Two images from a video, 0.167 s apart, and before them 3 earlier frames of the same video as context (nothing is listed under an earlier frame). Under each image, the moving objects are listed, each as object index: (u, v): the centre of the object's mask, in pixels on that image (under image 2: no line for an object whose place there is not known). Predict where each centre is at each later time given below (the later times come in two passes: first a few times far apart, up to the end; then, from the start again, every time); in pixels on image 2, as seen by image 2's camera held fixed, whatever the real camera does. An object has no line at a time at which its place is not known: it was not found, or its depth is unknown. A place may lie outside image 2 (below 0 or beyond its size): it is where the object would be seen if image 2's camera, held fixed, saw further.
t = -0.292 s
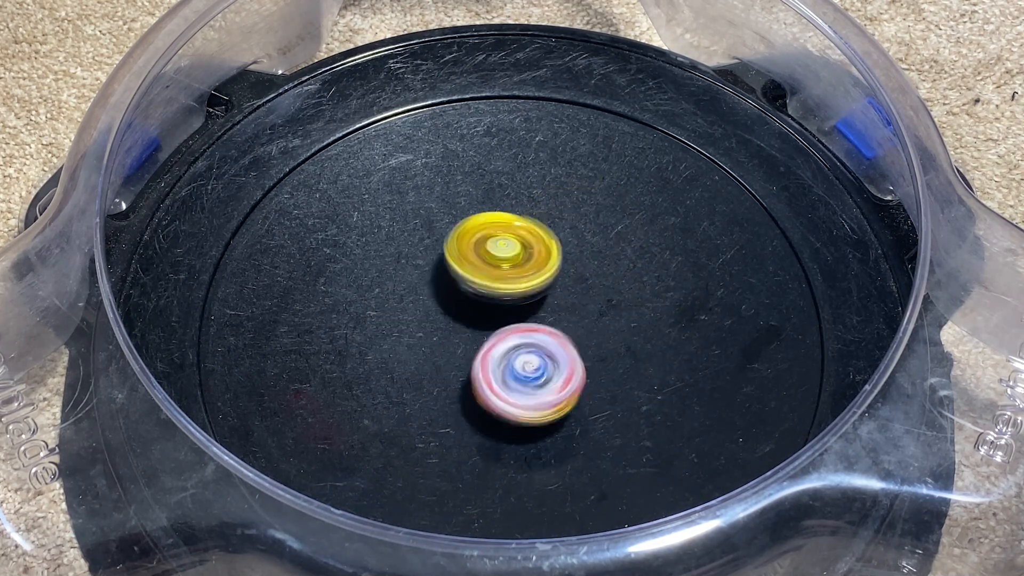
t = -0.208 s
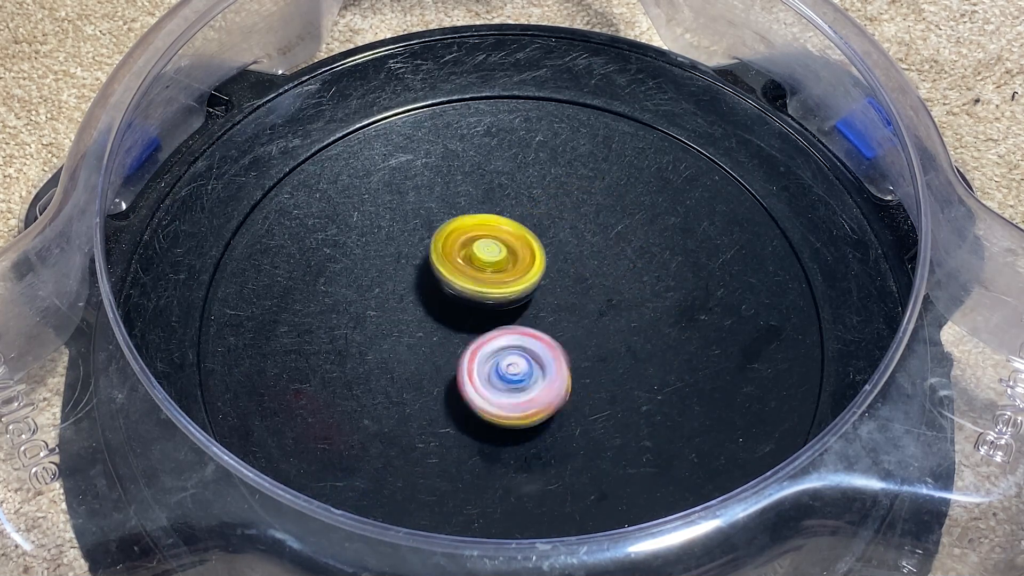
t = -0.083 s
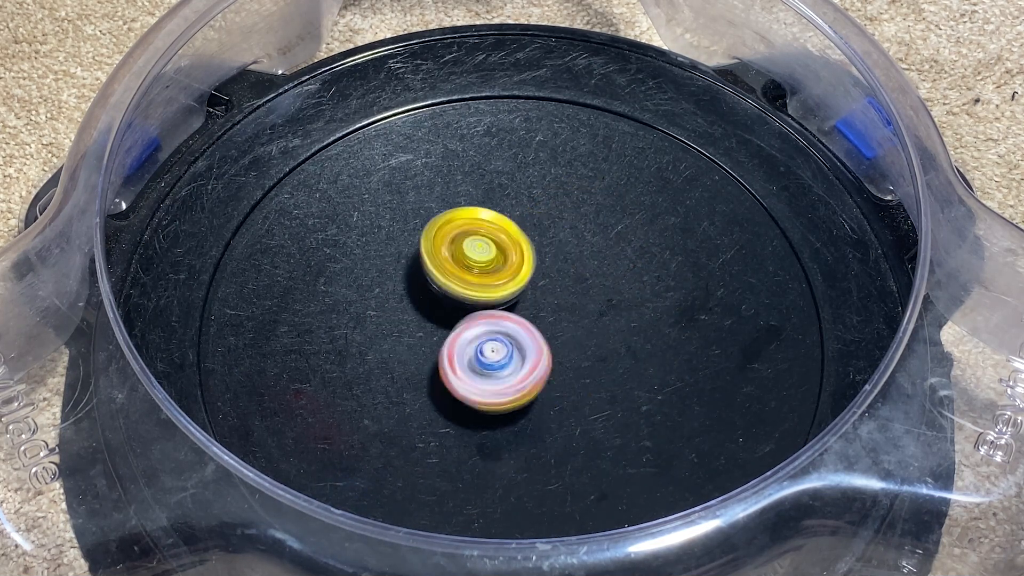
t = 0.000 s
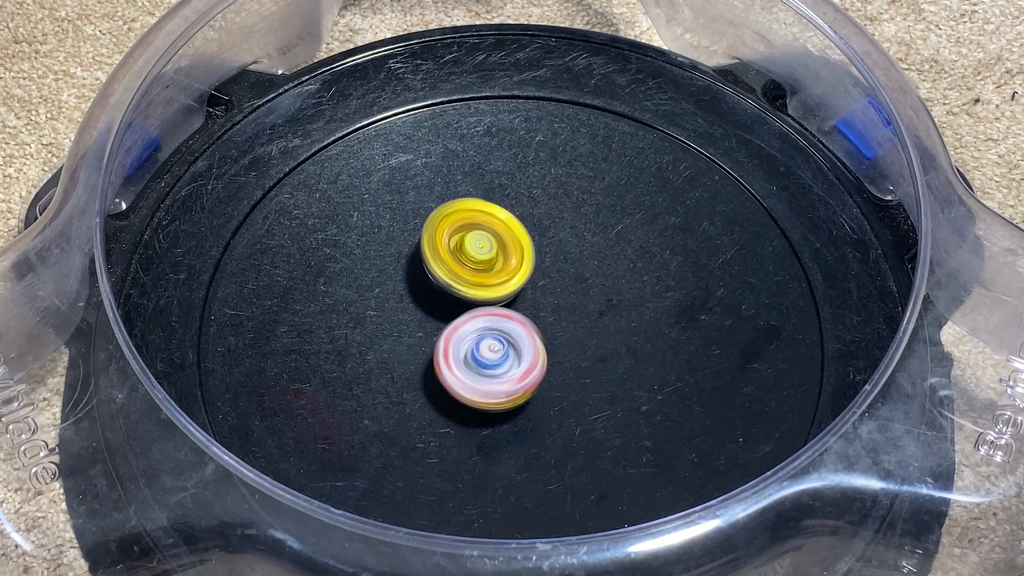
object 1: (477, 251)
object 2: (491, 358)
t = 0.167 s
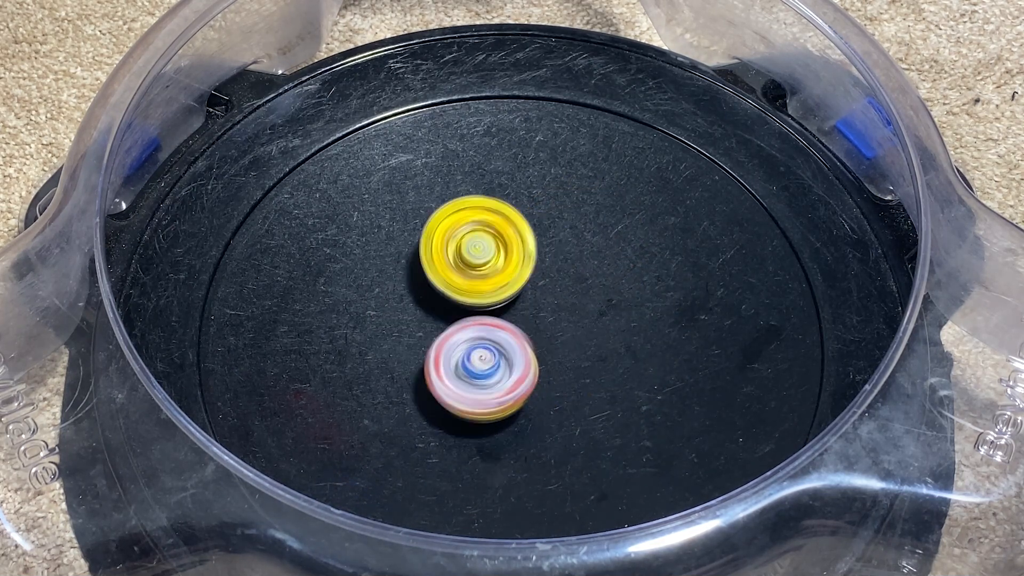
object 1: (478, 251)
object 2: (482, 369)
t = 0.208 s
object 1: (478, 253)
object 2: (479, 368)
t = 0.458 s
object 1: (482, 243)
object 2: (501, 396)
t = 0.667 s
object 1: (471, 259)
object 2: (511, 411)
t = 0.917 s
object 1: (454, 271)
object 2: (530, 366)
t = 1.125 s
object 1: (439, 276)
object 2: (566, 318)
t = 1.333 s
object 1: (434, 280)
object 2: (596, 304)
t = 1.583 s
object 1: (434, 295)
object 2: (547, 322)
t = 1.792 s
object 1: (431, 297)
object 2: (576, 373)
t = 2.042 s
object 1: (426, 304)
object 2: (523, 389)
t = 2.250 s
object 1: (420, 304)
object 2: (557, 368)
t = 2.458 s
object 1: (423, 315)
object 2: (577, 359)
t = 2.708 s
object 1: (426, 332)
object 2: (543, 322)
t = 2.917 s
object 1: (426, 336)
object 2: (584, 302)
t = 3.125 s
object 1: (430, 341)
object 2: (571, 331)
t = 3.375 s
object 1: (429, 351)
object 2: (557, 319)
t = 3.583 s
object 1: (434, 361)
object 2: (547, 309)
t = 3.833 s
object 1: (435, 367)
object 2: (525, 293)
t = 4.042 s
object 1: (447, 369)
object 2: (546, 300)
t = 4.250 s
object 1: (427, 392)
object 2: (575, 288)
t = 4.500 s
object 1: (446, 396)
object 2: (586, 302)
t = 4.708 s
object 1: (459, 401)
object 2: (533, 323)
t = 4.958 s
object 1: (473, 413)
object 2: (488, 315)
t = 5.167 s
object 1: (488, 406)
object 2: (492, 295)
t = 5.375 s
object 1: (505, 394)
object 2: (512, 294)
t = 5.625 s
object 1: (514, 395)
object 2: (546, 297)
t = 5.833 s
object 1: (527, 384)
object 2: (582, 286)
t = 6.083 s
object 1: (525, 367)
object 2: (588, 285)
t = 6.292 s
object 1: (506, 374)
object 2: (553, 281)
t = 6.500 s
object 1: (494, 378)
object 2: (521, 247)
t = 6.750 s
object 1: (506, 336)
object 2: (509, 238)
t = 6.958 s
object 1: (519, 346)
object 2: (524, 245)
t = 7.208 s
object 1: (504, 369)
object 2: (529, 271)
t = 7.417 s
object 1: (501, 368)
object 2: (537, 274)
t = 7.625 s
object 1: (483, 373)
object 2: (536, 277)
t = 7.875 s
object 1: (490, 374)
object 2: (524, 280)
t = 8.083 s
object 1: (510, 370)
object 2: (523, 272)
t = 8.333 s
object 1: (521, 373)
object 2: (532, 273)
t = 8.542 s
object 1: (504, 372)
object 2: (518, 279)
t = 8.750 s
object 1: (492, 361)
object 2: (505, 266)
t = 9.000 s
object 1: (488, 359)
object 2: (505, 269)
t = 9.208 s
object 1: (489, 367)
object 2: (518, 273)
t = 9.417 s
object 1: (488, 378)
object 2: (530, 285)
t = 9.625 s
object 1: (490, 385)
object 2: (530, 287)
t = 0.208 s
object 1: (478, 253)
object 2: (479, 368)
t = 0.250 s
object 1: (479, 254)
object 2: (478, 367)
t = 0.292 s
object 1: (480, 257)
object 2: (477, 364)
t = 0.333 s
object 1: (480, 259)
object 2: (478, 362)
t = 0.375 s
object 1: (478, 252)
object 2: (484, 372)
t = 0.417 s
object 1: (480, 242)
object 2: (492, 386)
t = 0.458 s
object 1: (482, 243)
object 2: (501, 396)
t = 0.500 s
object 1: (481, 247)
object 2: (504, 400)
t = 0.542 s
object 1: (477, 249)
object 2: (506, 405)
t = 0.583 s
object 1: (476, 252)
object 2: (508, 409)
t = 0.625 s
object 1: (474, 256)
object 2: (510, 410)
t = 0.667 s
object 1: (471, 259)
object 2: (511, 411)
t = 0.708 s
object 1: (468, 260)
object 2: (512, 409)
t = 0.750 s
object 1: (465, 264)
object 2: (516, 403)
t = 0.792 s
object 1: (463, 266)
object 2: (518, 395)
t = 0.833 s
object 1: (460, 268)
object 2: (519, 388)
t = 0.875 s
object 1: (457, 270)
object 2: (523, 376)
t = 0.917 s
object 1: (454, 271)
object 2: (530, 366)
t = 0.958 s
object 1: (450, 271)
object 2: (536, 355)
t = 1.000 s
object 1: (447, 273)
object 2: (543, 346)
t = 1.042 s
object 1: (444, 274)
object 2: (552, 336)
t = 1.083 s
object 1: (442, 274)
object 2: (558, 327)
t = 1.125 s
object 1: (439, 276)
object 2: (566, 318)
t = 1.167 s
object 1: (437, 276)
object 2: (574, 312)
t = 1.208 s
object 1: (436, 277)
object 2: (582, 306)
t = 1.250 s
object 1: (435, 278)
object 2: (589, 302)
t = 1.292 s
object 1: (434, 279)
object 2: (594, 302)
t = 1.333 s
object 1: (434, 280)
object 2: (596, 304)
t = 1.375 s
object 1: (434, 283)
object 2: (596, 308)
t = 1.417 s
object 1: (434, 285)
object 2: (592, 313)
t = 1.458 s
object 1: (435, 287)
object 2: (581, 317)
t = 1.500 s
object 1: (435, 290)
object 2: (568, 319)
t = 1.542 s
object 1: (435, 293)
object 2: (555, 321)
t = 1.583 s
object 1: (434, 295)
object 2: (547, 322)
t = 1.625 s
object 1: (434, 292)
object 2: (546, 330)
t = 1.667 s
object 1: (431, 293)
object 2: (554, 341)
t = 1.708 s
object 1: (428, 291)
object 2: (565, 351)
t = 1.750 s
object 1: (431, 292)
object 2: (572, 363)
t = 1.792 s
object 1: (431, 297)
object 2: (576, 373)
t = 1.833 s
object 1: (428, 297)
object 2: (575, 384)
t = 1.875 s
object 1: (427, 297)
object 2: (571, 393)
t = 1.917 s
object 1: (427, 300)
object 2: (560, 399)
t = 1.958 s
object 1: (426, 302)
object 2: (548, 401)
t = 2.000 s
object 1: (425, 303)
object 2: (536, 396)
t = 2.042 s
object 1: (426, 304)
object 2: (523, 389)
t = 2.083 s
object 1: (426, 306)
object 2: (515, 377)
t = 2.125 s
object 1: (417, 300)
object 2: (525, 378)
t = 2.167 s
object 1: (417, 296)
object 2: (540, 376)
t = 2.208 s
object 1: (422, 300)
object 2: (550, 372)
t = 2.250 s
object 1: (420, 304)
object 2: (557, 368)
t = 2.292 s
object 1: (419, 304)
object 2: (565, 364)
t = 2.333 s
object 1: (422, 307)
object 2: (573, 361)
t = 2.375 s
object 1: (422, 310)
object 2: (580, 360)
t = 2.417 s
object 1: (422, 313)
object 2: (580, 360)
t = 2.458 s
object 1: (423, 315)
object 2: (577, 359)
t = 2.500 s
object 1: (424, 319)
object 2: (574, 356)
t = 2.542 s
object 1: (425, 321)
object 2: (568, 353)
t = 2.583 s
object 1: (425, 324)
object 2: (561, 347)
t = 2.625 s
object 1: (426, 327)
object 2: (554, 339)
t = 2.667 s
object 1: (426, 330)
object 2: (548, 331)
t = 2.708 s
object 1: (426, 332)
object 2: (543, 322)
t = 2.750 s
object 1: (424, 334)
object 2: (543, 314)
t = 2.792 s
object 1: (418, 334)
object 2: (554, 307)
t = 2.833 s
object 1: (422, 331)
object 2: (564, 303)
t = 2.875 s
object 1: (425, 333)
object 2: (575, 302)
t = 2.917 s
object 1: (426, 336)
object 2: (584, 302)
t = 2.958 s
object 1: (425, 338)
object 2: (590, 305)
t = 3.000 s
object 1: (426, 338)
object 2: (594, 311)
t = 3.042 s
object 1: (427, 340)
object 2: (590, 319)
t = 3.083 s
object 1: (428, 340)
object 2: (581, 327)
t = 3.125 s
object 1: (430, 341)
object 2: (571, 331)
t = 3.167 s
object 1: (432, 343)
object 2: (558, 333)
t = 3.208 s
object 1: (430, 345)
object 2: (551, 333)
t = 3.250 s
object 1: (422, 345)
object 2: (554, 328)
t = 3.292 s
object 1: (424, 344)
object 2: (557, 325)
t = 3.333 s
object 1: (428, 347)
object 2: (557, 322)
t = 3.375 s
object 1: (429, 351)
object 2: (557, 319)
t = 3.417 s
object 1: (428, 353)
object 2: (557, 317)
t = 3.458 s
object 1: (430, 353)
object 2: (554, 315)
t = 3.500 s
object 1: (433, 356)
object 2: (552, 313)
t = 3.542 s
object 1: (434, 359)
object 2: (550, 310)
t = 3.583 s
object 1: (434, 361)
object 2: (547, 309)
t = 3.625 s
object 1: (436, 362)
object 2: (543, 307)
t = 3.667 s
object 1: (437, 364)
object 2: (538, 306)
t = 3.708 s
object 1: (438, 366)
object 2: (533, 305)
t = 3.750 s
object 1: (439, 367)
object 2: (526, 303)
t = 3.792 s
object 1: (439, 368)
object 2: (522, 300)
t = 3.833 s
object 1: (435, 367)
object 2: (525, 293)
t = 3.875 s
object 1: (440, 365)
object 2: (530, 290)
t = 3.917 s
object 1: (445, 366)
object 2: (537, 289)
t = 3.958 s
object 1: (446, 369)
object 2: (541, 291)
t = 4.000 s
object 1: (445, 370)
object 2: (544, 295)
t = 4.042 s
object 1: (447, 369)
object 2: (546, 300)
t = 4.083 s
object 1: (452, 371)
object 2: (546, 306)
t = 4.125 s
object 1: (452, 373)
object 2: (543, 313)
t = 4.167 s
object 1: (441, 383)
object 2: (554, 306)
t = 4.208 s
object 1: (431, 391)
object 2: (568, 294)
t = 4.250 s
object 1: (427, 392)
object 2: (575, 288)
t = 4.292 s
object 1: (430, 390)
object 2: (583, 284)
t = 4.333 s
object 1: (435, 389)
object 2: (590, 283)
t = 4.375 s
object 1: (439, 391)
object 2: (595, 285)
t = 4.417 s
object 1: (442, 393)
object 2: (595, 289)
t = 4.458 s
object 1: (443, 395)
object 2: (594, 294)
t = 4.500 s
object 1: (446, 396)
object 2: (586, 302)
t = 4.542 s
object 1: (448, 397)
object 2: (576, 308)
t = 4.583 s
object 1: (450, 398)
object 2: (564, 314)
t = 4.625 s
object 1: (454, 398)
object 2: (554, 318)
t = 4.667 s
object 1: (457, 400)
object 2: (543, 321)
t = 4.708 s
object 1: (459, 401)
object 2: (533, 323)
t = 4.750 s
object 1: (459, 403)
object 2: (524, 324)
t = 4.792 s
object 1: (459, 408)
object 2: (517, 319)
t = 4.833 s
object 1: (465, 411)
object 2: (512, 314)
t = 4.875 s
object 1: (467, 411)
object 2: (505, 314)
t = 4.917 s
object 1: (470, 410)
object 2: (496, 316)
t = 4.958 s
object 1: (473, 413)
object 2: (488, 315)
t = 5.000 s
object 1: (470, 415)
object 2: (486, 309)
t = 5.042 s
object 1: (471, 410)
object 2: (485, 303)
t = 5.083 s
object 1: (477, 406)
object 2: (487, 300)
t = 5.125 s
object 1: (482, 406)
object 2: (489, 296)
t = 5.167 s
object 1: (488, 406)
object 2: (492, 295)
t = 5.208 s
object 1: (491, 407)
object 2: (495, 295)
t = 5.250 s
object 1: (494, 404)
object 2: (498, 298)
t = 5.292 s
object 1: (499, 399)
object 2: (502, 298)
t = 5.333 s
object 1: (502, 397)
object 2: (508, 297)
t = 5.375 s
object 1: (505, 394)
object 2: (512, 294)
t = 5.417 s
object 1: (511, 394)
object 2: (517, 296)
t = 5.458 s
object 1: (512, 398)
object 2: (521, 297)
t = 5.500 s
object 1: (515, 398)
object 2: (528, 296)
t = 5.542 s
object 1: (516, 399)
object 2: (534, 295)
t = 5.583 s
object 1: (515, 399)
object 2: (540, 295)
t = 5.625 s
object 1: (514, 395)
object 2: (546, 297)
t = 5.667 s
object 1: (517, 392)
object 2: (552, 300)
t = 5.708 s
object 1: (518, 392)
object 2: (562, 295)
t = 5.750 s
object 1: (520, 389)
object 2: (570, 290)
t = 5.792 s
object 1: (525, 389)
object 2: (577, 287)
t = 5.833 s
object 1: (527, 384)
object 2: (582, 286)
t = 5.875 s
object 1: (528, 378)
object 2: (587, 286)
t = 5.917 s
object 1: (527, 371)
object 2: (590, 290)
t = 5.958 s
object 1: (522, 369)
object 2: (594, 287)
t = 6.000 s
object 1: (519, 366)
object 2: (595, 283)
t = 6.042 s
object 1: (522, 362)
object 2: (592, 285)
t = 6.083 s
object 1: (525, 367)
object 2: (588, 285)
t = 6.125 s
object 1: (521, 370)
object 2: (582, 284)
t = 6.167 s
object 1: (517, 370)
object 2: (576, 286)
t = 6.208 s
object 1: (512, 371)
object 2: (570, 285)
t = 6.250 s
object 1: (508, 373)
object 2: (563, 283)
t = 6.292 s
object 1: (506, 374)
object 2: (553, 281)
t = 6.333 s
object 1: (504, 372)
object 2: (543, 281)
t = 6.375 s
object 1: (504, 371)
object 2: (533, 280)
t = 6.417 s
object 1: (500, 379)
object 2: (529, 264)
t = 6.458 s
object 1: (496, 382)
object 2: (524, 254)
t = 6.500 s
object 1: (494, 378)
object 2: (521, 247)
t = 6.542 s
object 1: (497, 371)
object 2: (518, 241)
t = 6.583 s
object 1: (497, 366)
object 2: (512, 235)
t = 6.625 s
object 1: (499, 359)
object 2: (508, 233)
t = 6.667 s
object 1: (498, 350)
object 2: (509, 233)
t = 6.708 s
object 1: (502, 342)
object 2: (508, 236)
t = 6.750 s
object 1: (506, 336)
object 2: (509, 238)
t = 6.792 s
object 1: (509, 340)
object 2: (514, 230)
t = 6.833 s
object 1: (512, 340)
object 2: (516, 230)
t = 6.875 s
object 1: (513, 342)
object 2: (520, 232)
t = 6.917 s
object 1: (518, 344)
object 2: (523, 238)
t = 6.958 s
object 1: (519, 346)
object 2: (524, 245)
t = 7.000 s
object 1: (515, 348)
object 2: (523, 253)
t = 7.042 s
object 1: (515, 355)
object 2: (524, 258)
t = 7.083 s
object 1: (515, 361)
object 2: (524, 260)
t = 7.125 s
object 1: (510, 362)
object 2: (525, 263)
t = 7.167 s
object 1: (507, 364)
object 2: (526, 270)
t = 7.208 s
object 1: (504, 369)
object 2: (529, 271)
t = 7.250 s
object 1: (500, 378)
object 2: (533, 266)
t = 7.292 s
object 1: (495, 378)
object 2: (535, 268)
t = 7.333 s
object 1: (493, 375)
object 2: (535, 272)
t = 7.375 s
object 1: (500, 369)
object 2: (535, 276)
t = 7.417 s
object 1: (501, 368)
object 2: (537, 274)
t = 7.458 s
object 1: (496, 367)
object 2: (538, 274)
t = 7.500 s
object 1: (494, 364)
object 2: (538, 276)
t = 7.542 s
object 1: (493, 367)
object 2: (538, 274)
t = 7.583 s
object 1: (487, 372)
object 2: (538, 275)
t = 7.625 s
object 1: (483, 373)
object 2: (536, 277)
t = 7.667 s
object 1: (486, 372)
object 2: (535, 281)
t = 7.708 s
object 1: (492, 369)
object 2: (534, 283)
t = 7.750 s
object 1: (495, 374)
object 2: (531, 279)
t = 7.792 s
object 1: (494, 378)
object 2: (528, 277)
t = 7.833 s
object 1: (491, 379)
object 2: (526, 279)
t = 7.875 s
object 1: (490, 374)
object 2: (524, 280)
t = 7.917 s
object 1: (495, 371)
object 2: (522, 278)
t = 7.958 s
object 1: (501, 375)
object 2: (521, 273)
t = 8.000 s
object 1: (507, 377)
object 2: (521, 273)
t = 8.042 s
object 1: (510, 375)
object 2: (522, 273)
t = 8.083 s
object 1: (510, 370)
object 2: (523, 272)
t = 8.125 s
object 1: (512, 368)
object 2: (522, 273)
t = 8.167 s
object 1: (515, 372)
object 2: (522, 272)
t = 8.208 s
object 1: (519, 374)
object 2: (526, 273)
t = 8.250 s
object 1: (524, 372)
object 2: (530, 273)
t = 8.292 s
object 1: (524, 371)
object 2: (532, 275)
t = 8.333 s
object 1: (521, 373)
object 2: (532, 273)
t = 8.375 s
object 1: (516, 376)
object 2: (529, 269)
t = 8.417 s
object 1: (512, 376)
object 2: (523, 269)
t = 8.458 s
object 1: (508, 376)
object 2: (519, 274)
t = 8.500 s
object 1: (505, 377)
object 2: (517, 277)
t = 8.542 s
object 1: (504, 372)
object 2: (518, 279)
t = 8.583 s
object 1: (503, 371)
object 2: (519, 277)
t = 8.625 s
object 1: (500, 371)
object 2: (517, 268)
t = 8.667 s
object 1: (496, 367)
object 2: (512, 264)
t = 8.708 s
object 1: (493, 363)
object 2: (506, 265)
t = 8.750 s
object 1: (492, 361)
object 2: (505, 266)
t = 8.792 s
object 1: (491, 360)
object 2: (506, 269)
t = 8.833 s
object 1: (490, 361)
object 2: (508, 270)
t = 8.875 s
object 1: (487, 359)
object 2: (506, 271)
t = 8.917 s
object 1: (485, 360)
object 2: (503, 271)
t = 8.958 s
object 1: (485, 360)
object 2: (503, 268)
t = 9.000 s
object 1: (488, 359)
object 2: (505, 269)
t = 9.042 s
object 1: (489, 363)
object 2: (508, 267)
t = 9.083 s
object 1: (490, 366)
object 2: (511, 265)
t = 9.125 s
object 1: (490, 367)
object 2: (513, 265)
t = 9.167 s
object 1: (489, 367)
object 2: (515, 269)
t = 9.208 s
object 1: (489, 367)
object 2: (518, 273)
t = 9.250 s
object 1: (490, 368)
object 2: (520, 277)
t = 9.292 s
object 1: (491, 369)
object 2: (522, 280)
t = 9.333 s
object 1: (492, 371)
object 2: (526, 282)
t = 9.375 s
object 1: (490, 374)
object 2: (529, 285)
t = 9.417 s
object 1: (488, 378)
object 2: (530, 285)
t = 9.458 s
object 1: (487, 383)
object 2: (530, 286)
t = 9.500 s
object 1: (487, 385)
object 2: (530, 287)
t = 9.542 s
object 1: (487, 384)
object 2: (530, 287)
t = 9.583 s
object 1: (488, 385)
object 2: (530, 287)
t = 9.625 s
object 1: (490, 385)
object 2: (530, 287)
